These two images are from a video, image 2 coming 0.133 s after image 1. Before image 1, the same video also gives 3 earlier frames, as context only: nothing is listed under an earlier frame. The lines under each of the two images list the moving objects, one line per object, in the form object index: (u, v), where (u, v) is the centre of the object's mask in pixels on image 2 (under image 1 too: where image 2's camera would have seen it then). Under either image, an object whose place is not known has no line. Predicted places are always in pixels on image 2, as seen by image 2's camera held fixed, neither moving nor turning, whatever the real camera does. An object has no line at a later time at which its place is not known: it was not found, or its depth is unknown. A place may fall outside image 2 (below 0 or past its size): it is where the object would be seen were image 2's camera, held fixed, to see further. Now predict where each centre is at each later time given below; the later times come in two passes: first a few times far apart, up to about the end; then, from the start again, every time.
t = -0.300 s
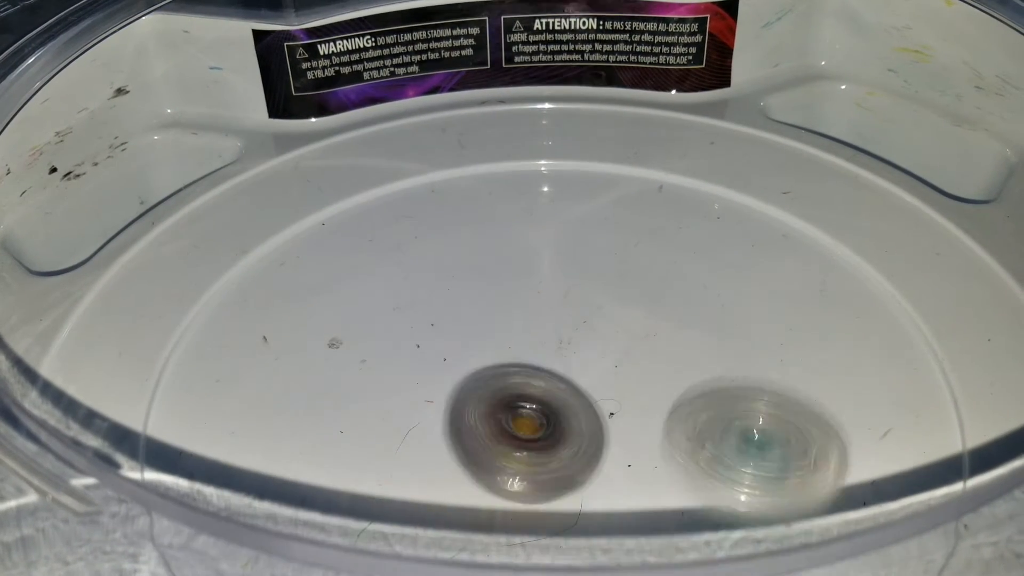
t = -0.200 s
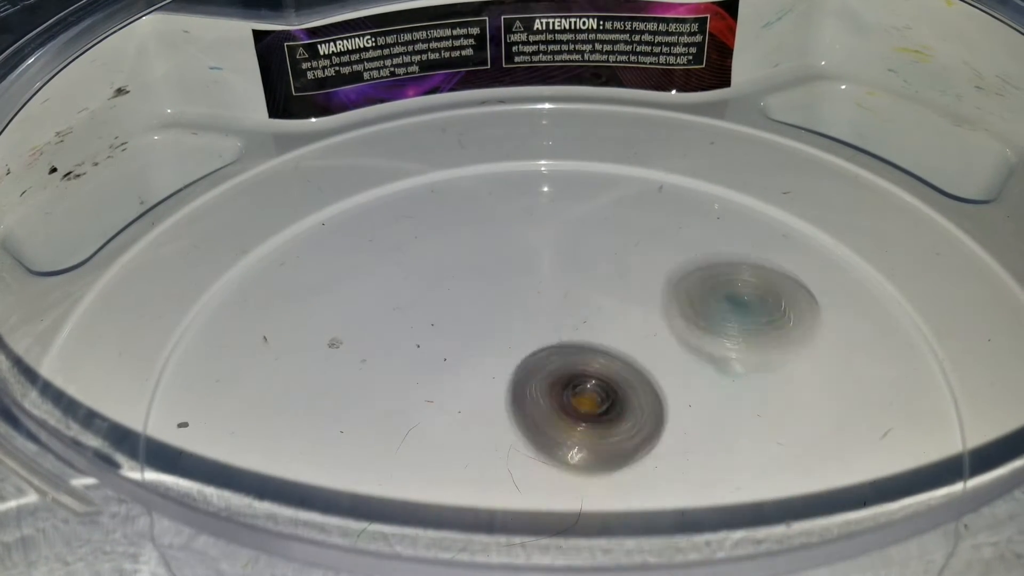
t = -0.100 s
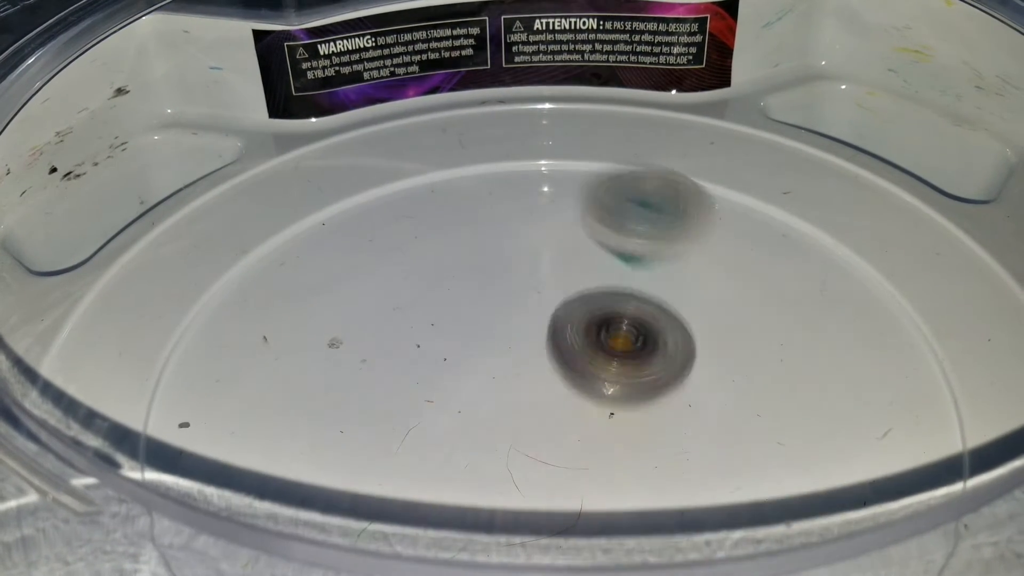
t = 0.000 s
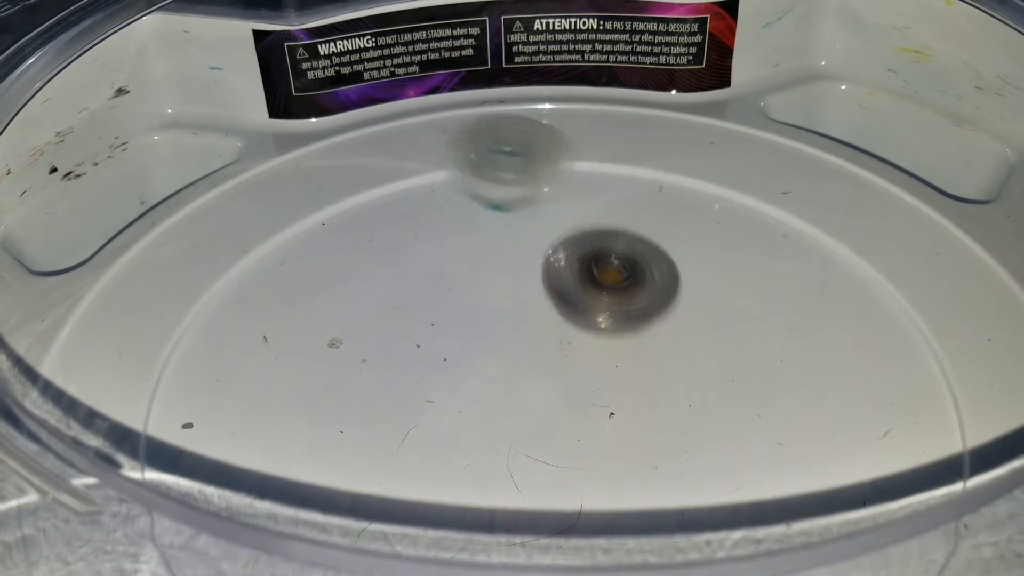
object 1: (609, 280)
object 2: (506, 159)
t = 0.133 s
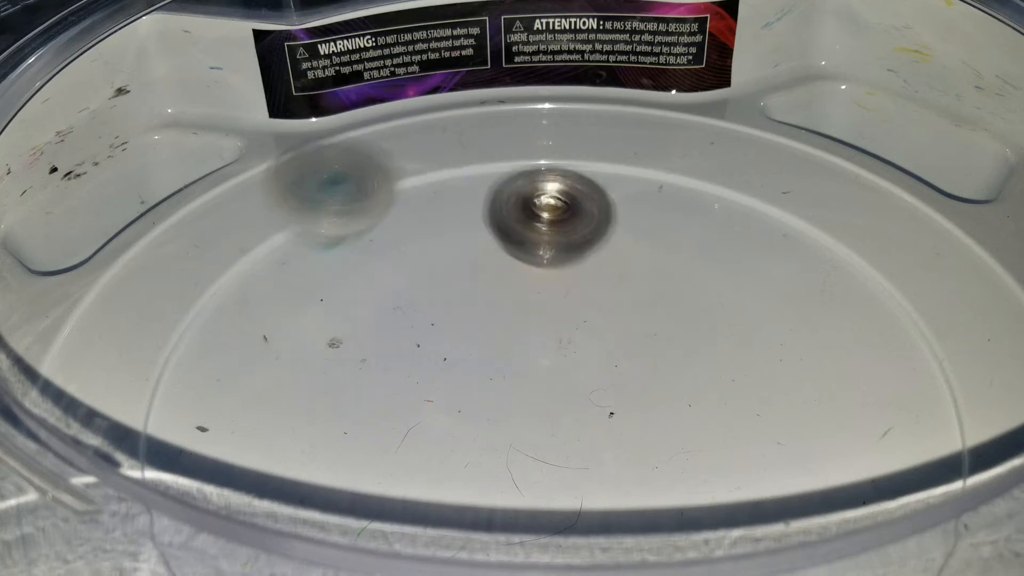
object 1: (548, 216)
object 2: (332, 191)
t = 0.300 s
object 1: (423, 224)
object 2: (257, 370)
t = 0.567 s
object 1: (480, 403)
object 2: (730, 481)
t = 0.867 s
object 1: (715, 323)
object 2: (692, 201)
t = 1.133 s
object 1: (576, 266)
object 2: (361, 254)
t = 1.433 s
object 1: (562, 405)
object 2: (623, 538)
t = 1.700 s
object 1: (692, 402)
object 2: (883, 374)
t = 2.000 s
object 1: (597, 362)
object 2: (535, 239)
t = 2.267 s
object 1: (556, 451)
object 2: (299, 432)
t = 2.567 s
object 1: (629, 411)
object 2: (664, 521)
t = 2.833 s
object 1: (502, 356)
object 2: (670, 373)
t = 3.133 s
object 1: (383, 431)
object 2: (423, 319)
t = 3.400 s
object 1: (522, 500)
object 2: (376, 363)
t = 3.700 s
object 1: (603, 434)
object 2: (409, 325)
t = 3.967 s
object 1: (596, 348)
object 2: (404, 328)
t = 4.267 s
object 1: (593, 330)
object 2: (417, 356)
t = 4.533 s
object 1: (626, 311)
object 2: (466, 375)
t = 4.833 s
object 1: (613, 303)
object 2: (510, 399)
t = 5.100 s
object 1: (657, 312)
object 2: (429, 461)
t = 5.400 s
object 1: (573, 361)
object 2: (445, 442)
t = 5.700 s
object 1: (621, 392)
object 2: (449, 420)
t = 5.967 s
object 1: (701, 397)
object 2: (380, 391)
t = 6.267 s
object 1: (593, 372)
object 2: (433, 391)
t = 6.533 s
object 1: (604, 405)
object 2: (447, 347)
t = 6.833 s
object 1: (576, 437)
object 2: (493, 330)
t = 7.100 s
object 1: (571, 434)
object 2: (528, 316)
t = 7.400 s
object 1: (558, 455)
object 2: (556, 298)
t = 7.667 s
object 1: (548, 454)
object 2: (583, 323)
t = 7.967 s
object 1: (507, 439)
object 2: (594, 343)
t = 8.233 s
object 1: (460, 405)
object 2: (617, 340)
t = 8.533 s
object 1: (462, 394)
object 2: (611, 359)
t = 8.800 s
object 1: (436, 383)
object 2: (651, 374)
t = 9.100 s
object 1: (454, 344)
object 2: (661, 426)
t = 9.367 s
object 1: (503, 350)
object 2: (608, 443)
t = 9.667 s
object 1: (513, 328)
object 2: (533, 462)
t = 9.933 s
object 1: (535, 327)
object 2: (457, 428)
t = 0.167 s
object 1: (526, 207)
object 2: (296, 220)
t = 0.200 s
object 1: (501, 203)
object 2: (271, 255)
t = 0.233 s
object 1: (474, 204)
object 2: (254, 294)
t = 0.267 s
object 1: (447, 211)
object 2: (249, 335)
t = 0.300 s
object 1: (423, 224)
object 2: (257, 370)
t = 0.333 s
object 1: (402, 242)
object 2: (285, 423)
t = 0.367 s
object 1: (386, 264)
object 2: (329, 459)
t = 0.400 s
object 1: (379, 292)
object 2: (389, 481)
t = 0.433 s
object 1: (382, 317)
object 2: (464, 501)
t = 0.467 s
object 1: (396, 345)
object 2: (539, 509)
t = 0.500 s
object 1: (417, 368)
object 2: (610, 507)
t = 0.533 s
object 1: (444, 387)
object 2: (672, 499)
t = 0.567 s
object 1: (480, 403)
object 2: (730, 481)
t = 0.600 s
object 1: (519, 412)
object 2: (773, 453)
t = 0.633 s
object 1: (557, 414)
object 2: (800, 421)
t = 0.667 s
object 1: (593, 412)
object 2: (809, 382)
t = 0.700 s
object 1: (629, 405)
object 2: (810, 346)
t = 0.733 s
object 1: (660, 393)
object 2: (801, 306)
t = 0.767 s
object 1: (683, 379)
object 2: (785, 278)
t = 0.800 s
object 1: (698, 362)
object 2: (760, 247)
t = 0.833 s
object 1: (710, 343)
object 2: (729, 222)
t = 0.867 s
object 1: (715, 323)
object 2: (692, 201)
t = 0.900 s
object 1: (711, 306)
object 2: (653, 187)
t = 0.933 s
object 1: (701, 294)
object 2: (612, 179)
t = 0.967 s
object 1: (686, 283)
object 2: (572, 176)
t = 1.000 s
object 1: (667, 273)
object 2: (529, 179)
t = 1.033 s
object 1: (645, 266)
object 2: (481, 189)
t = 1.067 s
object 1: (620, 262)
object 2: (439, 204)
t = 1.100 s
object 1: (598, 262)
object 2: (399, 225)
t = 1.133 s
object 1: (576, 266)
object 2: (361, 254)
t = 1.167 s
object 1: (556, 274)
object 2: (333, 286)
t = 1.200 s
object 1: (540, 285)
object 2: (310, 330)
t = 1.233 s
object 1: (528, 300)
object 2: (305, 367)
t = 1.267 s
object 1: (521, 317)
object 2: (317, 427)
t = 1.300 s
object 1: (520, 336)
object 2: (351, 466)
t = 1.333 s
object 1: (522, 355)
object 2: (404, 496)
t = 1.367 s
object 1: (531, 373)
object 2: (473, 519)
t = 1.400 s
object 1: (545, 391)
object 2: (548, 532)
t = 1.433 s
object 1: (562, 405)
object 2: (623, 538)
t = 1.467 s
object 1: (581, 417)
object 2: (692, 533)
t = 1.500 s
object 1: (601, 426)
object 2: (751, 521)
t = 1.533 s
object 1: (621, 431)
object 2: (817, 523)
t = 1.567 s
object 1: (640, 432)
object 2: (849, 502)
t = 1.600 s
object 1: (658, 429)
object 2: (867, 467)
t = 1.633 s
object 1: (674, 423)
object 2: (886, 444)
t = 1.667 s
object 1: (685, 414)
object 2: (892, 413)
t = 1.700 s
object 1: (692, 402)
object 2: (883, 374)
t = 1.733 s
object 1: (696, 389)
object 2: (868, 341)
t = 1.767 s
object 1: (695, 376)
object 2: (846, 311)
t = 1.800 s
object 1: (688, 364)
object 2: (816, 284)
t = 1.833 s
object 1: (679, 355)
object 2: (775, 263)
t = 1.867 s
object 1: (666, 350)
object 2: (733, 247)
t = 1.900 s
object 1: (650, 349)
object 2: (683, 237)
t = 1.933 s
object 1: (633, 351)
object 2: (632, 233)
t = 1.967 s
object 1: (615, 355)
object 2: (585, 234)
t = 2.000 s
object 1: (597, 362)
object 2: (535, 239)
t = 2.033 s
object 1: (582, 372)
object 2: (486, 249)
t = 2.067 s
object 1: (570, 383)
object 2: (443, 263)
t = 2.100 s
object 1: (560, 396)
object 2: (401, 282)
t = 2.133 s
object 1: (552, 408)
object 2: (362, 306)
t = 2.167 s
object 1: (545, 421)
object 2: (332, 333)
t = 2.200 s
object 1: (544, 433)
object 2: (308, 365)
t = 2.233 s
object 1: (547, 443)
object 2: (297, 396)
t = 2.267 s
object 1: (556, 451)
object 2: (299, 432)
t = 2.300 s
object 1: (568, 455)
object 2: (313, 459)
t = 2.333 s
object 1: (582, 463)
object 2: (345, 476)
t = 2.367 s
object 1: (597, 466)
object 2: (381, 495)
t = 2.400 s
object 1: (612, 464)
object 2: (423, 509)
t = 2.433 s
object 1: (621, 455)
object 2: (471, 519)
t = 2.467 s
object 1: (630, 450)
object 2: (522, 526)
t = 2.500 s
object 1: (634, 440)
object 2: (571, 528)
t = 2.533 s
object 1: (634, 428)
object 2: (624, 525)
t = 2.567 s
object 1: (629, 411)
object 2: (664, 521)
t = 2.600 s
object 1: (623, 392)
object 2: (699, 514)
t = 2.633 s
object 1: (613, 377)
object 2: (722, 506)
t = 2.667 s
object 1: (599, 367)
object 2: (738, 490)
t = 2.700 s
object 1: (582, 359)
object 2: (741, 471)
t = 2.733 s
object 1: (564, 355)
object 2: (737, 451)
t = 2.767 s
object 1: (543, 353)
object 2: (721, 420)
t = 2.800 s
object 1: (523, 353)
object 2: (697, 395)
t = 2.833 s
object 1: (502, 356)
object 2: (670, 373)
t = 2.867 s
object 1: (484, 360)
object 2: (641, 355)
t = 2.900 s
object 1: (460, 366)
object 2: (614, 338)
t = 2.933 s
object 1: (440, 371)
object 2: (585, 326)
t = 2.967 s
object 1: (423, 377)
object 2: (554, 317)
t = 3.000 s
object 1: (410, 384)
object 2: (524, 312)
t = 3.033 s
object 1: (397, 393)
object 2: (498, 309)
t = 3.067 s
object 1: (388, 405)
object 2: (471, 310)
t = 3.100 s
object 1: (383, 418)
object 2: (446, 313)
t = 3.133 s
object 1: (383, 431)
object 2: (423, 319)
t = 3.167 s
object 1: (390, 440)
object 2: (401, 328)
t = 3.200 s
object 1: (398, 453)
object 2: (384, 338)
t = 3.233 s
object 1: (414, 465)
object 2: (376, 348)
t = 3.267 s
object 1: (431, 473)
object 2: (373, 360)
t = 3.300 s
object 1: (456, 486)
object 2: (374, 364)
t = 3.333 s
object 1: (482, 496)
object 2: (374, 363)
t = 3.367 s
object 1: (503, 500)
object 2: (375, 362)
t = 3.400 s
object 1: (522, 500)
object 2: (376, 363)
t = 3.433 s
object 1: (535, 496)
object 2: (380, 362)
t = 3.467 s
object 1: (546, 489)
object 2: (384, 362)
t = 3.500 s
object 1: (555, 476)
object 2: (388, 362)
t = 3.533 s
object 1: (558, 459)
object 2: (395, 361)
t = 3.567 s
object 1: (561, 449)
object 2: (404, 360)
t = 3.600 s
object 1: (559, 438)
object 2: (414, 360)
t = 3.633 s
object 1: (558, 427)
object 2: (424, 359)
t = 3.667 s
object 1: (577, 429)
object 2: (419, 342)
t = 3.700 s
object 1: (603, 434)
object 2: (409, 325)
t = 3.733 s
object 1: (621, 434)
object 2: (402, 313)
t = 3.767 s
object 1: (633, 429)
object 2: (398, 306)
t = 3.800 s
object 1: (637, 421)
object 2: (395, 303)
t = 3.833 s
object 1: (635, 407)
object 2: (393, 304)
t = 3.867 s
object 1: (630, 393)
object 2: (393, 308)
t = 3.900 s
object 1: (620, 377)
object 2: (395, 314)
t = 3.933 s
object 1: (609, 361)
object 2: (399, 320)
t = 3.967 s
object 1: (596, 348)
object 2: (404, 328)
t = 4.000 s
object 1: (585, 337)
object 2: (409, 334)
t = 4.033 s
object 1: (573, 328)
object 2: (416, 341)
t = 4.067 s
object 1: (566, 323)
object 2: (418, 346)
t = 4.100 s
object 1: (577, 317)
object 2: (405, 351)
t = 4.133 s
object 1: (583, 316)
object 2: (401, 355)
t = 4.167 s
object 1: (586, 318)
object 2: (405, 356)
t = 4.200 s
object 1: (582, 322)
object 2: (416, 356)
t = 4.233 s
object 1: (576, 327)
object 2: (429, 355)
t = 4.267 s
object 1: (593, 330)
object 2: (417, 356)
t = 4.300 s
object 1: (615, 330)
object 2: (400, 359)
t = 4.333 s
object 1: (630, 329)
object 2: (392, 361)
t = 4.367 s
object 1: (639, 328)
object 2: (393, 364)
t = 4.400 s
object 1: (643, 325)
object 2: (401, 367)
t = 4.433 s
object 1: (643, 322)
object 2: (415, 370)
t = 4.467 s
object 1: (639, 319)
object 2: (431, 373)
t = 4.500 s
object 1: (633, 315)
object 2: (448, 375)
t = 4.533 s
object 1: (626, 311)
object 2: (466, 375)
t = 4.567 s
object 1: (617, 307)
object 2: (482, 376)
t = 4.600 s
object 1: (606, 302)
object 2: (495, 375)
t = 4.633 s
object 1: (601, 295)
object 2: (500, 379)
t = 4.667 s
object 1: (605, 288)
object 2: (498, 386)
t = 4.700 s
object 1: (610, 284)
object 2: (498, 391)
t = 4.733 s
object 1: (613, 284)
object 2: (500, 395)
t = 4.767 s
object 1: (616, 288)
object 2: (502, 397)
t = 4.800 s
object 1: (616, 294)
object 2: (506, 398)
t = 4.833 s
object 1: (613, 303)
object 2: (510, 399)
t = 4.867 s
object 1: (609, 311)
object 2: (512, 399)
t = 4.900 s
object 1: (615, 314)
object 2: (497, 407)
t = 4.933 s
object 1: (634, 307)
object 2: (470, 423)
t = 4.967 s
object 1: (648, 304)
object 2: (451, 436)
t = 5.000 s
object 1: (658, 303)
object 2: (439, 445)
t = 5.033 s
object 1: (662, 304)
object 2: (433, 453)
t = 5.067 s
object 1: (661, 308)
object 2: (429, 458)
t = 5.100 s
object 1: (657, 312)
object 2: (429, 461)
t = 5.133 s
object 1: (649, 317)
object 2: (430, 462)
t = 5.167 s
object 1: (640, 323)
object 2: (431, 463)
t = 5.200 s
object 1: (630, 328)
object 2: (432, 463)
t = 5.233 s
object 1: (619, 335)
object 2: (434, 462)
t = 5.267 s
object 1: (608, 341)
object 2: (436, 460)
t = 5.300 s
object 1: (597, 347)
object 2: (438, 456)
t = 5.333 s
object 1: (587, 351)
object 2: (440, 453)
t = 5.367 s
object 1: (578, 356)
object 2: (443, 447)
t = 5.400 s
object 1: (573, 361)
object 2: (445, 442)
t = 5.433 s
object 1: (571, 363)
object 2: (449, 437)
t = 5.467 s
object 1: (574, 364)
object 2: (447, 434)
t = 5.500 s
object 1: (579, 366)
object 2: (443, 432)
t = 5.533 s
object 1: (583, 370)
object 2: (443, 430)
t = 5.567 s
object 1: (588, 374)
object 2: (447, 428)
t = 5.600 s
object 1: (596, 378)
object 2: (449, 426)
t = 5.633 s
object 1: (608, 383)
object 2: (447, 425)
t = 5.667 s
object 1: (616, 387)
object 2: (447, 423)
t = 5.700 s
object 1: (621, 392)
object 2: (449, 420)
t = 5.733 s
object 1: (623, 395)
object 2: (454, 417)
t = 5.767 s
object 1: (622, 398)
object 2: (460, 411)
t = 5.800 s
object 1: (647, 398)
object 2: (440, 405)
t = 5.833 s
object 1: (676, 399)
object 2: (413, 400)
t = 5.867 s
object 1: (693, 398)
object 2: (395, 395)
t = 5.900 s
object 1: (702, 398)
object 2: (384, 392)
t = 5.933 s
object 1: (705, 398)
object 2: (379, 391)
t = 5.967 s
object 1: (701, 397)
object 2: (380, 391)
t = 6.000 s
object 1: (693, 396)
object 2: (382, 393)
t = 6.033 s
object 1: (680, 394)
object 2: (387, 394)
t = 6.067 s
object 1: (667, 391)
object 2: (391, 396)
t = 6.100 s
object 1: (653, 387)
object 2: (396, 396)
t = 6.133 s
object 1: (639, 384)
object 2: (403, 397)
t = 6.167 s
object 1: (626, 380)
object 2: (411, 397)
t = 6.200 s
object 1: (614, 376)
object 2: (419, 396)
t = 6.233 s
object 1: (603, 374)
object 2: (427, 394)
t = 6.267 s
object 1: (593, 372)
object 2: (433, 391)
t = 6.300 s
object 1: (594, 370)
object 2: (430, 387)
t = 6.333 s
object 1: (599, 371)
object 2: (427, 381)
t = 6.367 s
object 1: (604, 373)
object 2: (426, 372)
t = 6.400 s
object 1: (606, 378)
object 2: (427, 366)
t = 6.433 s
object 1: (608, 385)
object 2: (429, 359)
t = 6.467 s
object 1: (608, 392)
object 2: (434, 354)
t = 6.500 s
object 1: (606, 399)
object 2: (439, 350)
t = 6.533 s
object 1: (604, 405)
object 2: (447, 347)
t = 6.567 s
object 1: (600, 410)
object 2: (453, 344)
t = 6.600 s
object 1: (594, 415)
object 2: (461, 343)
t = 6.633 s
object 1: (588, 418)
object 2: (467, 342)
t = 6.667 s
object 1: (586, 424)
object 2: (470, 339)
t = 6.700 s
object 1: (588, 431)
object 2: (473, 335)
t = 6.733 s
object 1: (587, 437)
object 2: (476, 332)
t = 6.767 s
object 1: (585, 440)
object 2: (481, 330)
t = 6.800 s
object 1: (581, 439)
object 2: (486, 330)
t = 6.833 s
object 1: (576, 437)
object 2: (493, 330)
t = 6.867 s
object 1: (572, 433)
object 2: (498, 329)
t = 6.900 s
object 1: (570, 433)
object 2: (504, 328)
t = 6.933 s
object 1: (571, 439)
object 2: (508, 323)
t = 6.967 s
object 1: (572, 443)
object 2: (512, 318)
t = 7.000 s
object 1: (573, 444)
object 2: (515, 316)
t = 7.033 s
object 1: (572, 443)
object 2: (520, 315)
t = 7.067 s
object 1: (571, 439)
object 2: (523, 315)
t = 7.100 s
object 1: (571, 434)
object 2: (528, 316)
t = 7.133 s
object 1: (571, 429)
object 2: (532, 317)
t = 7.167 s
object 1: (571, 433)
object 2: (536, 310)
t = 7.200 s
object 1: (571, 446)
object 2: (539, 296)
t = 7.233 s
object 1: (568, 457)
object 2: (543, 287)
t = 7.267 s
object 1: (566, 462)
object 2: (546, 283)
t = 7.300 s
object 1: (562, 465)
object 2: (549, 283)
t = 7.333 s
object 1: (560, 464)
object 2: (551, 286)
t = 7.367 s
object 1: (558, 461)
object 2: (553, 291)
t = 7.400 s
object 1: (558, 455)
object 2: (556, 298)
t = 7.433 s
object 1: (559, 448)
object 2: (558, 305)
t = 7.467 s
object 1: (561, 441)
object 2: (561, 314)
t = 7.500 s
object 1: (563, 438)
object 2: (565, 322)
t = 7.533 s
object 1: (559, 444)
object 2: (572, 319)
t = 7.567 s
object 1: (556, 449)
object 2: (577, 317)
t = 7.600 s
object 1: (553, 453)
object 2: (580, 317)
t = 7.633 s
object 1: (550, 454)
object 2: (582, 319)
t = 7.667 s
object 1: (548, 454)
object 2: (583, 323)
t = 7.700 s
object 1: (547, 453)
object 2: (583, 328)
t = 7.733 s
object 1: (547, 451)
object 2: (582, 333)
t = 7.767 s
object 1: (546, 451)
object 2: (583, 338)
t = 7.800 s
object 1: (542, 453)
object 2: (585, 340)
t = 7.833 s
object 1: (536, 452)
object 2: (586, 342)
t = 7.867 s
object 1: (528, 450)
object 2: (589, 343)
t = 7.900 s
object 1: (521, 447)
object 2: (591, 342)
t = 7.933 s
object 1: (514, 443)
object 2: (593, 342)
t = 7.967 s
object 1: (507, 439)
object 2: (594, 343)
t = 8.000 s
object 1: (499, 435)
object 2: (597, 344)
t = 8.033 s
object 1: (493, 430)
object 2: (601, 346)
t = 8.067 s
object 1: (488, 425)
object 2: (603, 347)
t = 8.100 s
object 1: (478, 422)
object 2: (608, 345)
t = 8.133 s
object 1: (470, 418)
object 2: (614, 342)
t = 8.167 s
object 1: (464, 413)
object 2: (617, 341)
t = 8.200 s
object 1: (461, 408)
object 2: (617, 339)
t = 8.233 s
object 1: (460, 405)
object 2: (617, 340)
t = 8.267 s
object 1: (461, 401)
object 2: (615, 341)
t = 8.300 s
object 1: (464, 398)
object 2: (611, 343)
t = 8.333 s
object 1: (468, 396)
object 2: (608, 345)
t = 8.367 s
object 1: (466, 396)
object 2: (609, 347)
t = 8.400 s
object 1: (463, 397)
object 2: (612, 349)
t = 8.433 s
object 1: (461, 397)
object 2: (614, 351)
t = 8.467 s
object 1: (460, 396)
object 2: (615, 354)
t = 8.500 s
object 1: (461, 395)
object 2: (613, 356)
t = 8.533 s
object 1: (462, 394)
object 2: (611, 359)
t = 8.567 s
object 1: (448, 394)
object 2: (622, 360)
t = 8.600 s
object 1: (431, 394)
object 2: (637, 360)
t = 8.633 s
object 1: (421, 393)
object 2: (646, 361)
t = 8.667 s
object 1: (417, 391)
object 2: (653, 362)
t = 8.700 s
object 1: (418, 389)
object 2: (656, 365)
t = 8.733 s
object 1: (422, 387)
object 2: (655, 367)
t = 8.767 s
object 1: (429, 385)
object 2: (653, 370)
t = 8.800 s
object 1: (436, 383)
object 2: (651, 374)
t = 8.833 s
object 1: (444, 381)
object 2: (647, 378)
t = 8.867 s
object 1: (453, 378)
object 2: (641, 383)
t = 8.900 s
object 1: (461, 375)
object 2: (635, 387)
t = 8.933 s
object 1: (471, 373)
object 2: (629, 392)
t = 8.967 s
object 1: (464, 364)
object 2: (639, 400)
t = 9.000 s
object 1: (456, 356)
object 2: (649, 409)
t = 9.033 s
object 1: (451, 349)
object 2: (656, 415)
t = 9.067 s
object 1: (451, 345)
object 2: (660, 421)
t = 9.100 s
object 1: (454, 344)
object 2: (661, 426)
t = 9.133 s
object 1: (458, 342)
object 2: (658, 430)
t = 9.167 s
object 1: (463, 342)
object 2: (655, 432)
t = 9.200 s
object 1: (468, 342)
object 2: (651, 435)
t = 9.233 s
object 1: (474, 344)
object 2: (645, 437)
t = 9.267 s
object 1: (481, 344)
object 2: (638, 439)
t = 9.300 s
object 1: (488, 346)
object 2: (628, 440)
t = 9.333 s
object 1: (496, 348)
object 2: (619, 442)
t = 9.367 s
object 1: (503, 350)
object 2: (608, 443)
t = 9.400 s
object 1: (509, 349)
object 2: (597, 444)
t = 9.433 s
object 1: (511, 346)
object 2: (592, 451)
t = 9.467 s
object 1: (511, 341)
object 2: (588, 456)
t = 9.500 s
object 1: (512, 336)
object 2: (581, 460)
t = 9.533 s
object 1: (512, 332)
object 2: (573, 462)
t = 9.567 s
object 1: (512, 330)
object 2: (564, 464)
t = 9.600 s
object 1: (512, 329)
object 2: (554, 464)
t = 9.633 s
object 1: (512, 328)
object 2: (544, 464)
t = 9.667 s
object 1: (513, 328)
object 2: (533, 462)
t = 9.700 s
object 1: (514, 329)
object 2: (523, 459)
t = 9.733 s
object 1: (515, 329)
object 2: (512, 455)
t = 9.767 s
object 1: (517, 329)
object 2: (503, 451)
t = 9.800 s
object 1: (519, 330)
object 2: (493, 445)
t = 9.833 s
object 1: (522, 330)
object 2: (483, 440)
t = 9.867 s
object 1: (526, 330)
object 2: (473, 437)
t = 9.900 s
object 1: (531, 329)
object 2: (464, 434)
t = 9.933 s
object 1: (535, 327)
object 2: (457, 428)
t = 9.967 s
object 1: (539, 328)
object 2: (451, 422)
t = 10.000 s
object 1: (543, 329)
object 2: (447, 416)
